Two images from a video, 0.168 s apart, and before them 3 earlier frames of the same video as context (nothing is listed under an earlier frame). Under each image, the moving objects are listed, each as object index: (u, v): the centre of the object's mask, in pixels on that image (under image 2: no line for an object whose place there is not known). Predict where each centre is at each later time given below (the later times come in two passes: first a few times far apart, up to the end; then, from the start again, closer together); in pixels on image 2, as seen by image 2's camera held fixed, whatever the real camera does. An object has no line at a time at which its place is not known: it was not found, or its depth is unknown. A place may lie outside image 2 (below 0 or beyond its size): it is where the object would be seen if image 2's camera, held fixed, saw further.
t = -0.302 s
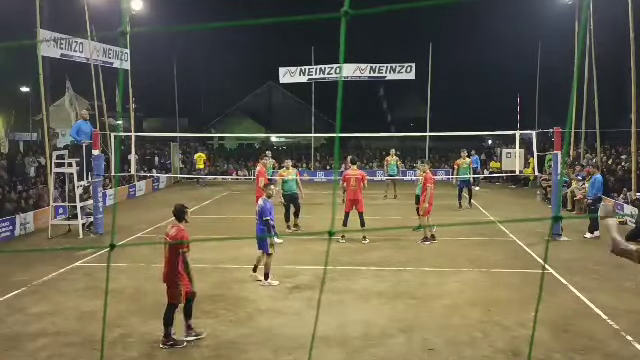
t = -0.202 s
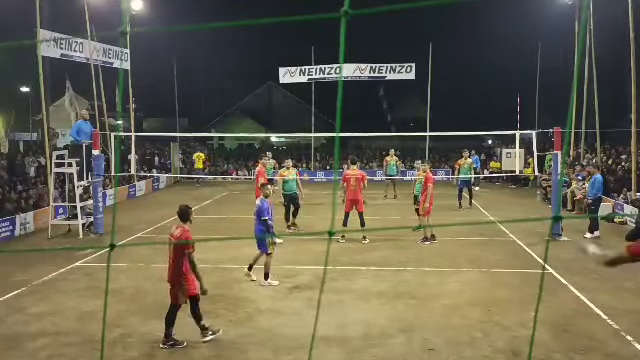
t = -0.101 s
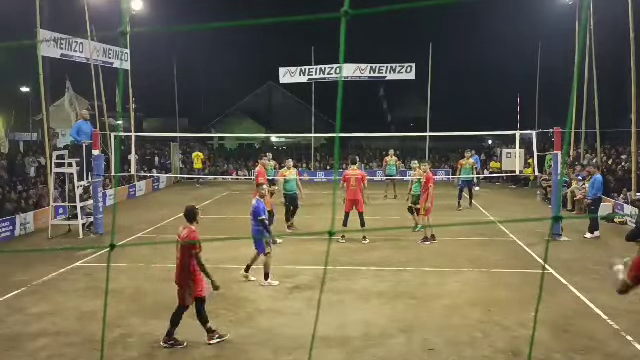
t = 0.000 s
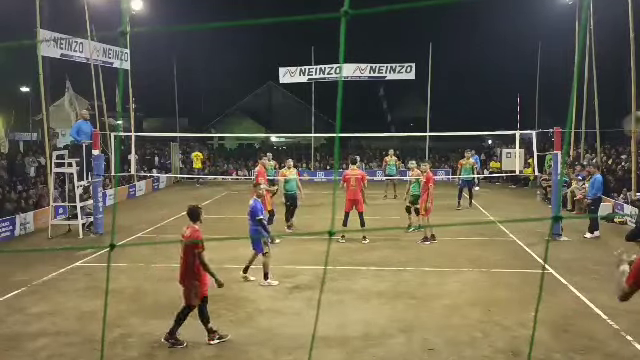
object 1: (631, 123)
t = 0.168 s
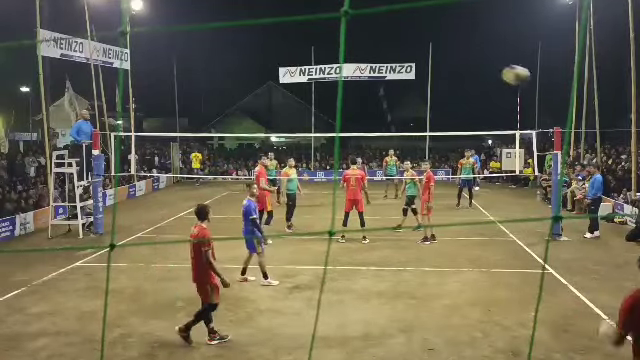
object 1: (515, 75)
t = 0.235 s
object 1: (485, 68)
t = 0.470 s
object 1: (416, 75)
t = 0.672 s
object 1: (382, 100)
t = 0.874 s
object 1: (363, 131)
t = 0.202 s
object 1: (499, 71)
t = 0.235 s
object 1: (485, 68)
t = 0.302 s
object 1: (459, 66)
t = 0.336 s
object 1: (449, 66)
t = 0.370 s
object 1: (440, 68)
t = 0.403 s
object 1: (430, 70)
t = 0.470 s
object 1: (416, 75)
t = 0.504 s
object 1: (409, 79)
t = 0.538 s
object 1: (402, 83)
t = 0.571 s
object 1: (396, 86)
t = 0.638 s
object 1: (386, 95)
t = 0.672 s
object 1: (382, 100)
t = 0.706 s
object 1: (378, 105)
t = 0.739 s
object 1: (375, 110)
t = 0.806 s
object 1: (368, 121)
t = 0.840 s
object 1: (365, 126)
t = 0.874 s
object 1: (363, 131)
